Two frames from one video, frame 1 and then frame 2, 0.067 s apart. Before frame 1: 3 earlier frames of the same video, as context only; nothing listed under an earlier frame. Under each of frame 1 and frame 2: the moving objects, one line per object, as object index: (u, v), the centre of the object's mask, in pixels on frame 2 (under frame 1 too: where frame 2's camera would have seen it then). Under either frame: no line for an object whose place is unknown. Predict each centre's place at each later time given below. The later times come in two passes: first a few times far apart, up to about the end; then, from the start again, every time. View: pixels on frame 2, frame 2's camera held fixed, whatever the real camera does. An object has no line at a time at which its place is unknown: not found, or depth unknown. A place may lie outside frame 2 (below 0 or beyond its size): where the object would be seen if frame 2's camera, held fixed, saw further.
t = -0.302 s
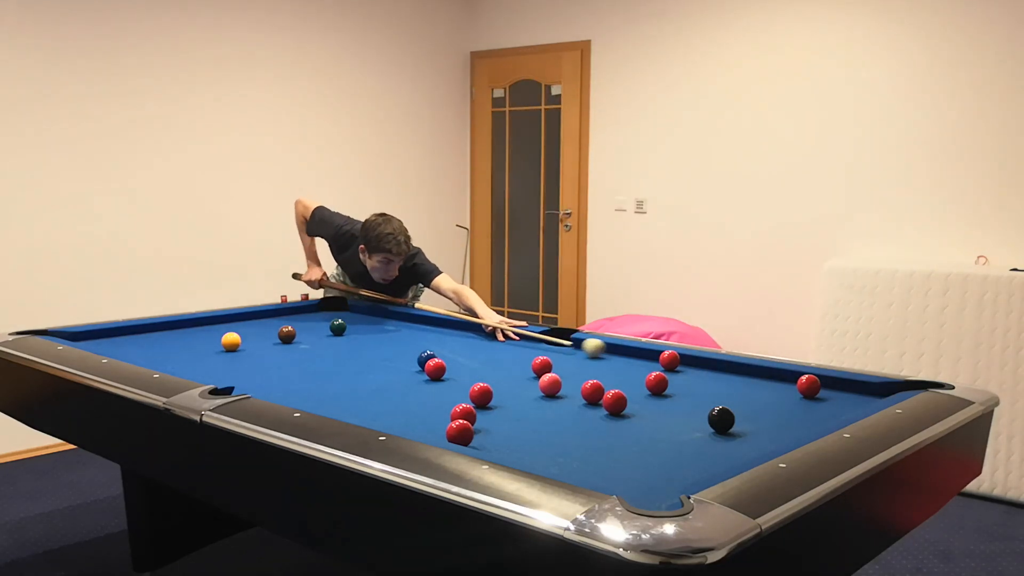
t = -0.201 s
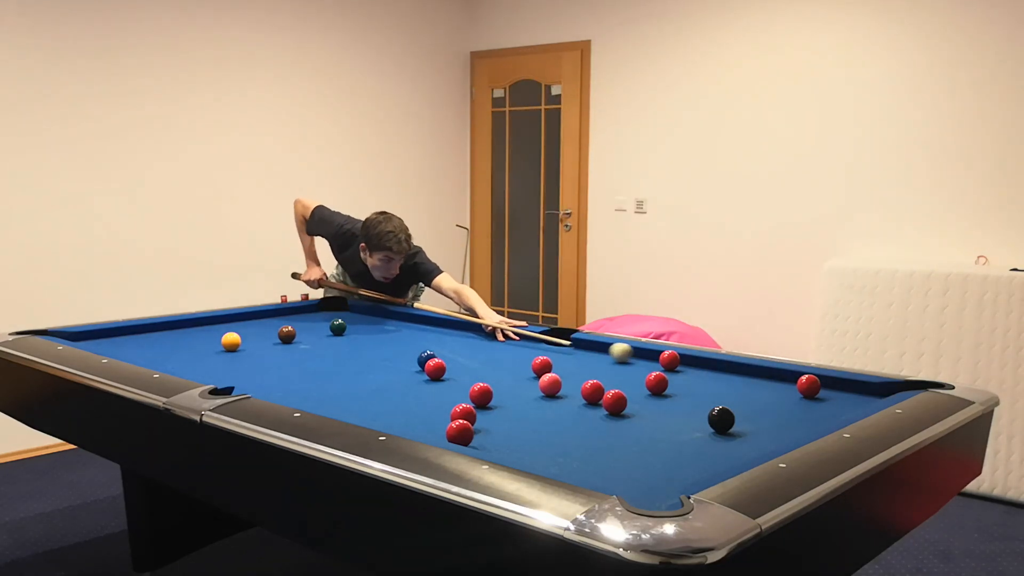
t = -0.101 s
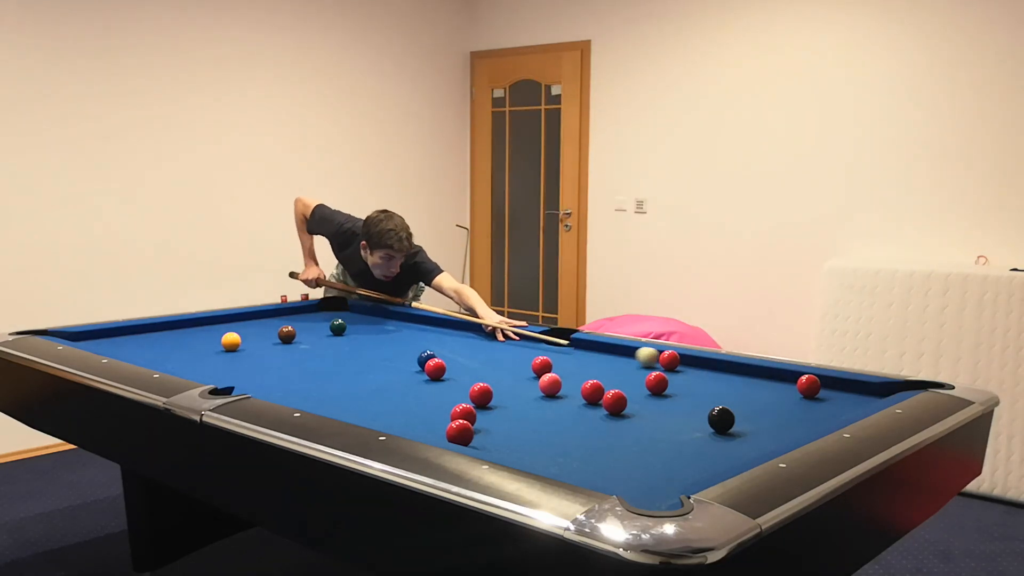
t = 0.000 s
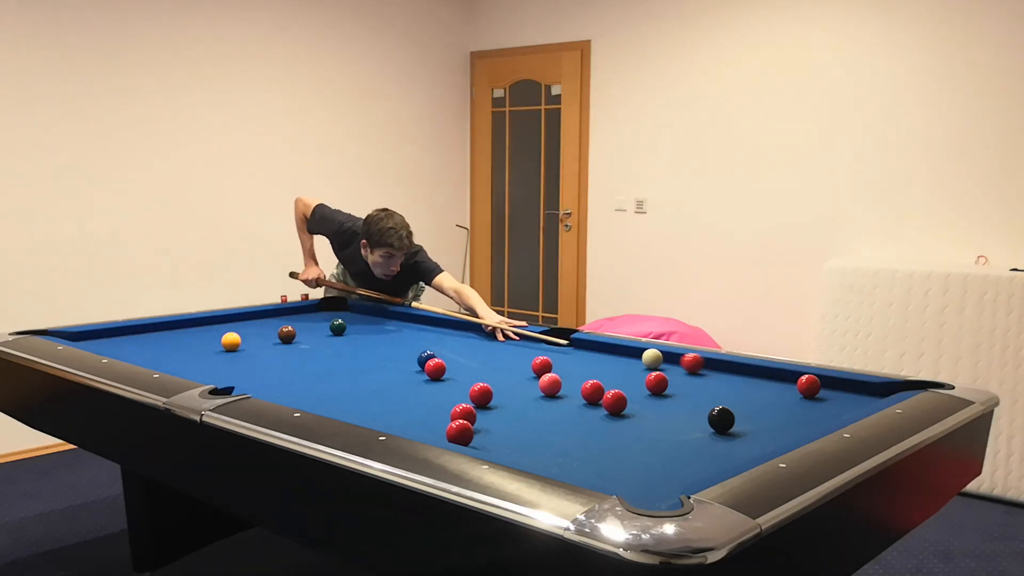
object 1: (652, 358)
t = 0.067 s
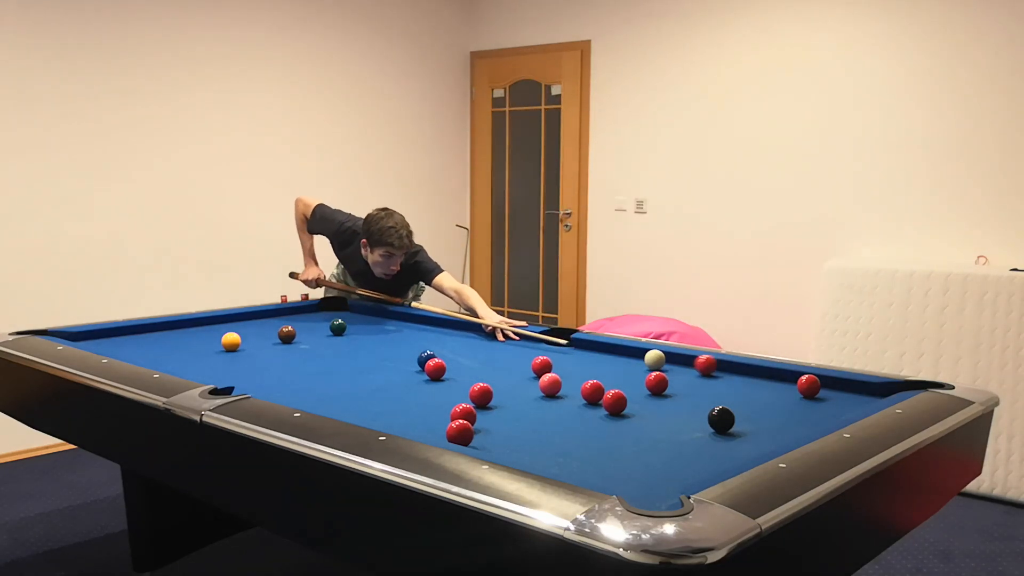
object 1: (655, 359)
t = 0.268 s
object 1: (662, 362)
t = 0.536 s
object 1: (671, 366)
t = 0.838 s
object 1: (681, 370)
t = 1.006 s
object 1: (686, 372)
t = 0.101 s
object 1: (656, 360)
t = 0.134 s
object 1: (657, 360)
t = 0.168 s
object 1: (658, 361)
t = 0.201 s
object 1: (660, 361)
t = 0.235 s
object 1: (661, 361)
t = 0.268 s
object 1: (662, 362)
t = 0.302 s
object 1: (663, 362)
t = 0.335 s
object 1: (665, 363)
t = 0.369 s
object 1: (666, 363)
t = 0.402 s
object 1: (667, 364)
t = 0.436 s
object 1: (668, 364)
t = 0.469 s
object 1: (669, 365)
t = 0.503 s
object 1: (670, 365)
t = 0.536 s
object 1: (671, 366)
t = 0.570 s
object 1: (673, 366)
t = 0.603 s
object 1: (674, 367)
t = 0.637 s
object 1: (675, 367)
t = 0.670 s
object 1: (676, 368)
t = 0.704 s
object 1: (677, 368)
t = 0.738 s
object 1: (678, 368)
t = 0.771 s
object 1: (679, 369)
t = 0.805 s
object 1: (680, 369)
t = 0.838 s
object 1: (681, 370)
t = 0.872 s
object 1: (682, 370)
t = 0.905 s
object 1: (683, 371)
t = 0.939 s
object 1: (684, 371)
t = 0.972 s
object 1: (685, 371)
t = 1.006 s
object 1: (686, 372)
